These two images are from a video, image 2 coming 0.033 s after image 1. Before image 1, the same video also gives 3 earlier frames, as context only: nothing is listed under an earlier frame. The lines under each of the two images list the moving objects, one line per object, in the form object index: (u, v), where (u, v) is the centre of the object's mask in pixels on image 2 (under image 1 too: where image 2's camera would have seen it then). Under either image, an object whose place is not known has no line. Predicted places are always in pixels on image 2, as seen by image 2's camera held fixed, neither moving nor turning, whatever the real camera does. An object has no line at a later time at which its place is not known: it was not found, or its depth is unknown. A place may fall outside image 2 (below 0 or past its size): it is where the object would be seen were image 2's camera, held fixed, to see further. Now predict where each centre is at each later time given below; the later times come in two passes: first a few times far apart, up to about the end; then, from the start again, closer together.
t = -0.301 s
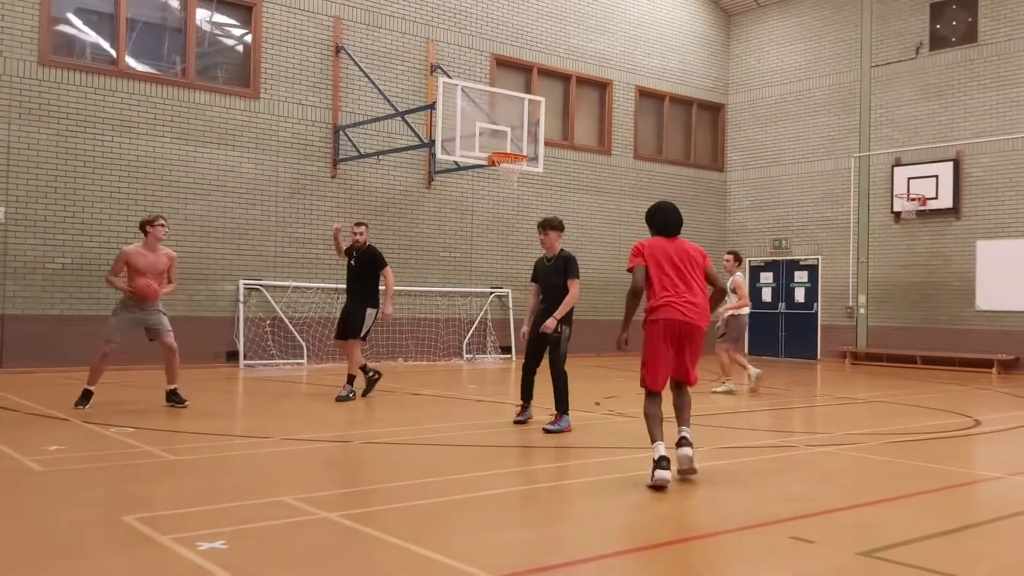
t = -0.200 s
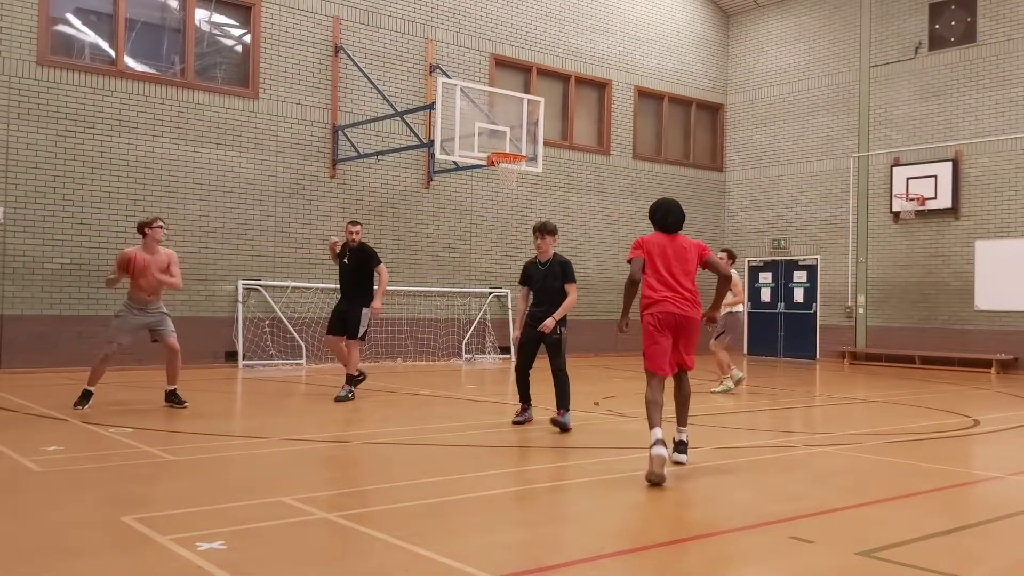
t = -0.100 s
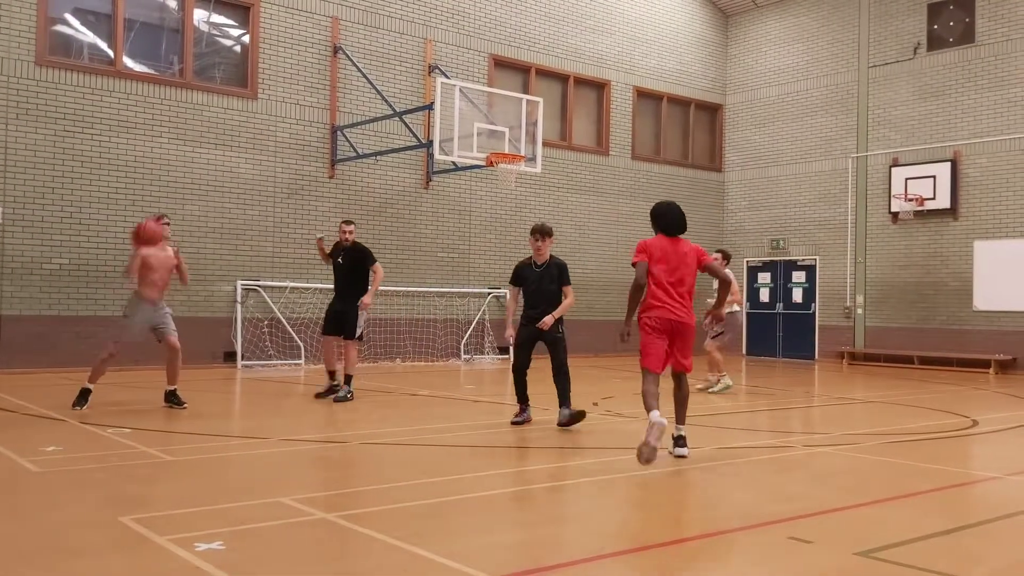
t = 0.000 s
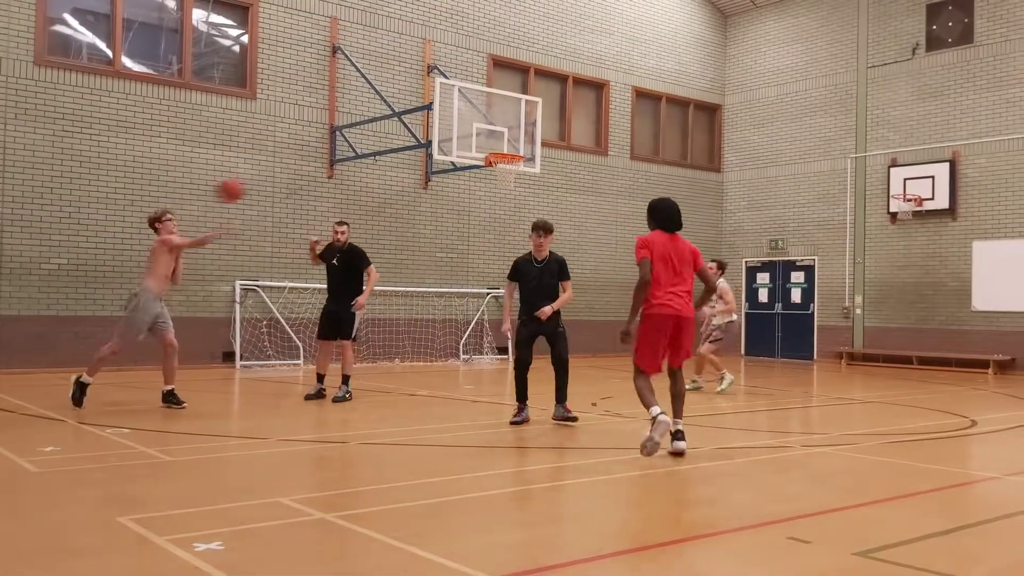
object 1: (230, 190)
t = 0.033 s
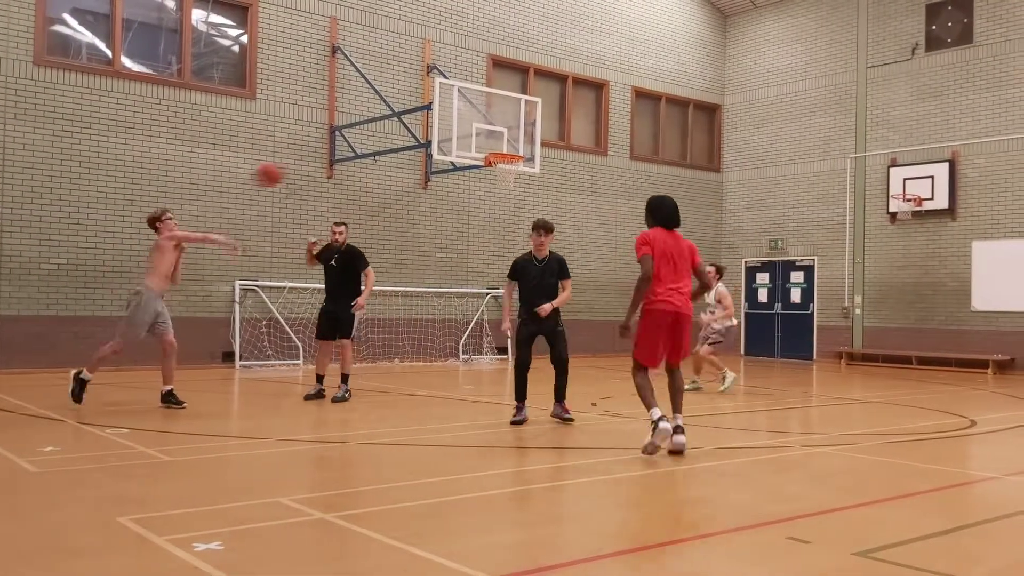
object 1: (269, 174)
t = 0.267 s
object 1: (519, 101)
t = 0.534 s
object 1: (757, 87)
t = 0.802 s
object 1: (956, 132)
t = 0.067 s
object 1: (308, 160)
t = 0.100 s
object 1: (346, 146)
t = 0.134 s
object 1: (382, 134)
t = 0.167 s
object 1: (419, 124)
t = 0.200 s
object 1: (455, 115)
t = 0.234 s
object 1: (486, 109)
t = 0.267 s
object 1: (519, 101)
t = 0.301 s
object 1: (552, 94)
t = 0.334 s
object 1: (583, 91)
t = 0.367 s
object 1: (613, 89)
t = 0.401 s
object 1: (644, 87)
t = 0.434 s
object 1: (672, 85)
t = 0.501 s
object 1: (729, 85)
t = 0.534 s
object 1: (757, 87)
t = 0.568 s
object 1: (784, 90)
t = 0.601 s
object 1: (811, 93)
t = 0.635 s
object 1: (836, 97)
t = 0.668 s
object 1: (861, 102)
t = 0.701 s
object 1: (885, 109)
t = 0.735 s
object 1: (909, 116)
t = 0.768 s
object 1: (933, 124)
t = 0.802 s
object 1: (956, 132)
